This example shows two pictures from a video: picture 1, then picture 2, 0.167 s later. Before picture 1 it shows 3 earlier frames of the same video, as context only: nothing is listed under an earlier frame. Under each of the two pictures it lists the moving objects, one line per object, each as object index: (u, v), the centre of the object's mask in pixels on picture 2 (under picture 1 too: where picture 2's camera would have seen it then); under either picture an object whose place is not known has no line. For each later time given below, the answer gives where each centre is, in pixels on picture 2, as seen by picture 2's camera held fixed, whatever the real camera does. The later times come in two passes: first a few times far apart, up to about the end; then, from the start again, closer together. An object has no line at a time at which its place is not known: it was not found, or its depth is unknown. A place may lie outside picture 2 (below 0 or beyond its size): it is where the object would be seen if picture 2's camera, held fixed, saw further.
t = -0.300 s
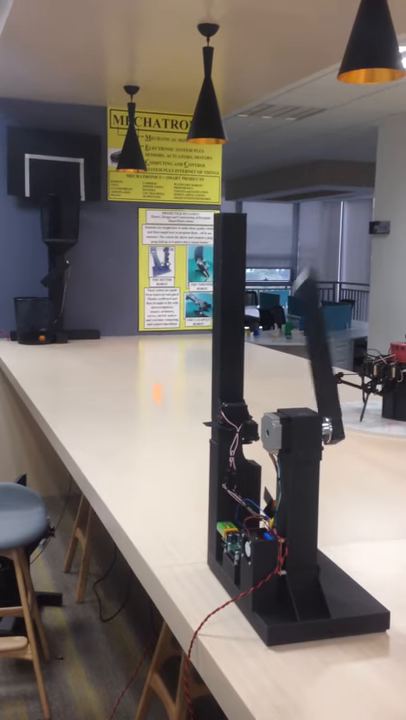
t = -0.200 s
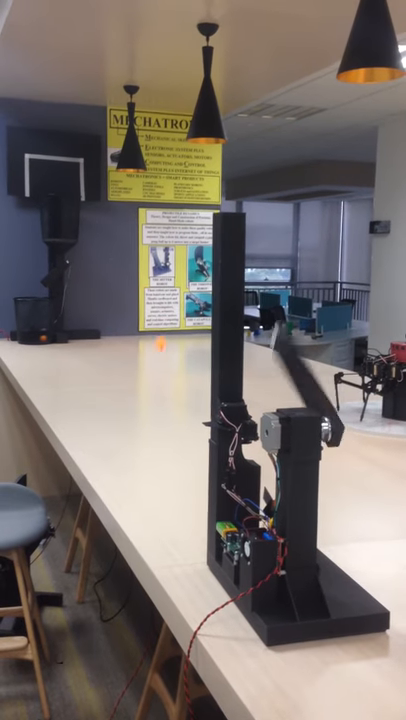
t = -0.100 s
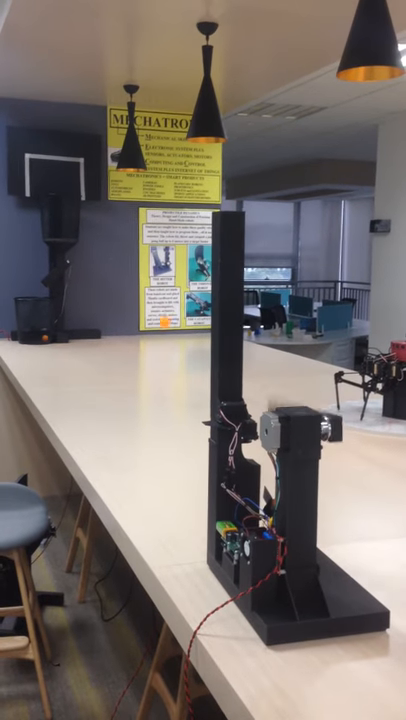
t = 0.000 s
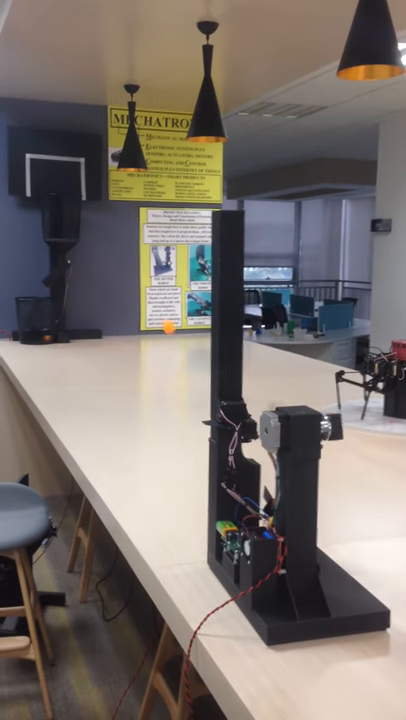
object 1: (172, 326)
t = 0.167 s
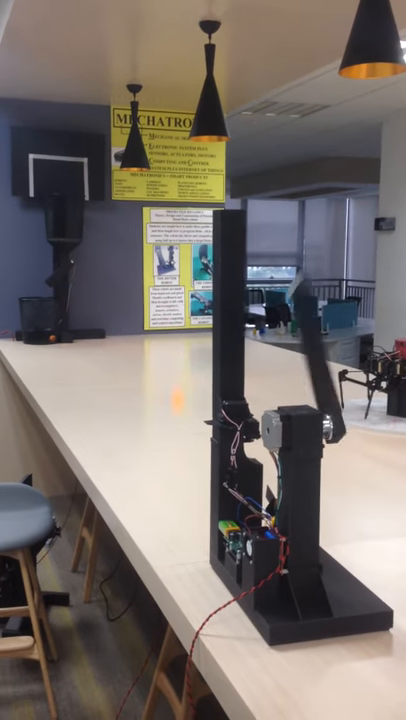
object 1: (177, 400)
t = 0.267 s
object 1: (179, 393)
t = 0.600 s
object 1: (185, 411)
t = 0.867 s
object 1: (184, 392)
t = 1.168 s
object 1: (183, 435)
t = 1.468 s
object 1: (180, 486)
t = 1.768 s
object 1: (164, 526)
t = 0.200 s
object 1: (179, 424)
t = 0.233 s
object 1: (179, 409)
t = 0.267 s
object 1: (179, 393)
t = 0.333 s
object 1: (180, 368)
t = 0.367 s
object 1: (181, 360)
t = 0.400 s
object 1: (181, 357)
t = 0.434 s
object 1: (182, 356)
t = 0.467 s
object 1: (182, 359)
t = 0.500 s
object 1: (183, 366)
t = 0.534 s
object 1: (183, 377)
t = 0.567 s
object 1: (184, 391)
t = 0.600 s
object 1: (185, 411)
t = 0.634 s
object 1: (186, 433)
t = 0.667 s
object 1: (186, 450)
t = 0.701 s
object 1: (186, 430)
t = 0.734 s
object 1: (185, 415)
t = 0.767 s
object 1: (186, 404)
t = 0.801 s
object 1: (185, 395)
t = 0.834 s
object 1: (185, 392)
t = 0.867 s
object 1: (184, 392)
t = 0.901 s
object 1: (184, 396)
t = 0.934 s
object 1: (184, 404)
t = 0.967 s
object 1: (184, 416)
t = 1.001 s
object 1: (185, 433)
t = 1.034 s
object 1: (185, 456)
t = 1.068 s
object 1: (185, 476)
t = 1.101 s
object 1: (184, 461)
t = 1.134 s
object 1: (184, 446)
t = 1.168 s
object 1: (183, 435)
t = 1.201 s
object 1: (183, 429)
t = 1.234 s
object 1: (183, 427)
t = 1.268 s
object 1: (183, 429)
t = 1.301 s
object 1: (183, 437)
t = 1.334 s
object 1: (183, 450)
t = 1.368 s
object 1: (183, 467)
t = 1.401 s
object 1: (183, 489)
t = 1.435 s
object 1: (182, 503)
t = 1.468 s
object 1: (180, 486)
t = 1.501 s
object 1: (179, 473)
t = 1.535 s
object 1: (177, 465)
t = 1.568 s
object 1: (174, 462)
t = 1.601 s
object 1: (173, 464)
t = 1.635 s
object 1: (171, 472)
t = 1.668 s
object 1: (169, 484)
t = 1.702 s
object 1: (168, 502)
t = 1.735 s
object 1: (166, 526)
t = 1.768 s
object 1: (164, 526)
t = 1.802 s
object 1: (162, 510)
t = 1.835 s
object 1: (160, 501)
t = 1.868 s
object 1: (158, 497)
